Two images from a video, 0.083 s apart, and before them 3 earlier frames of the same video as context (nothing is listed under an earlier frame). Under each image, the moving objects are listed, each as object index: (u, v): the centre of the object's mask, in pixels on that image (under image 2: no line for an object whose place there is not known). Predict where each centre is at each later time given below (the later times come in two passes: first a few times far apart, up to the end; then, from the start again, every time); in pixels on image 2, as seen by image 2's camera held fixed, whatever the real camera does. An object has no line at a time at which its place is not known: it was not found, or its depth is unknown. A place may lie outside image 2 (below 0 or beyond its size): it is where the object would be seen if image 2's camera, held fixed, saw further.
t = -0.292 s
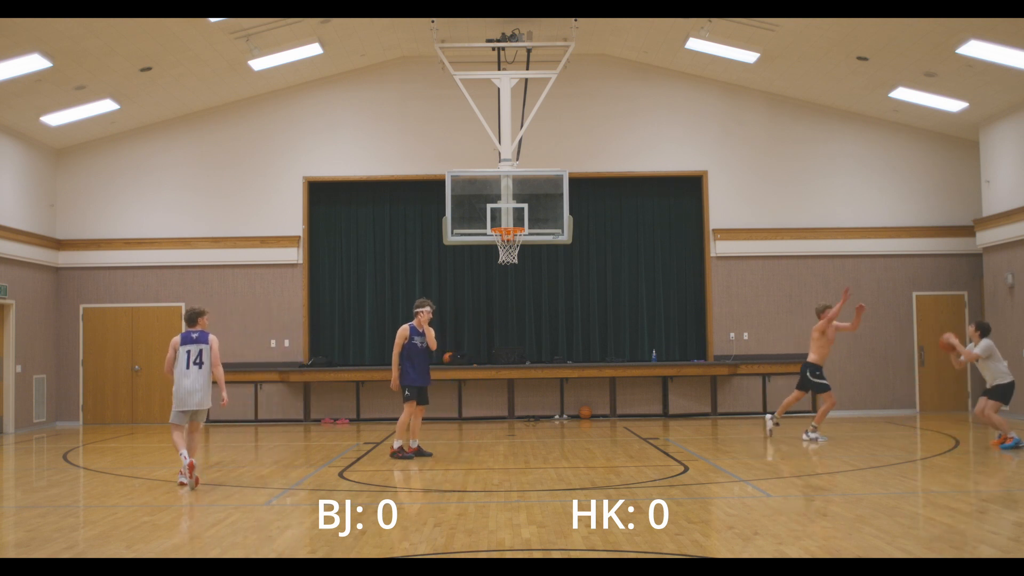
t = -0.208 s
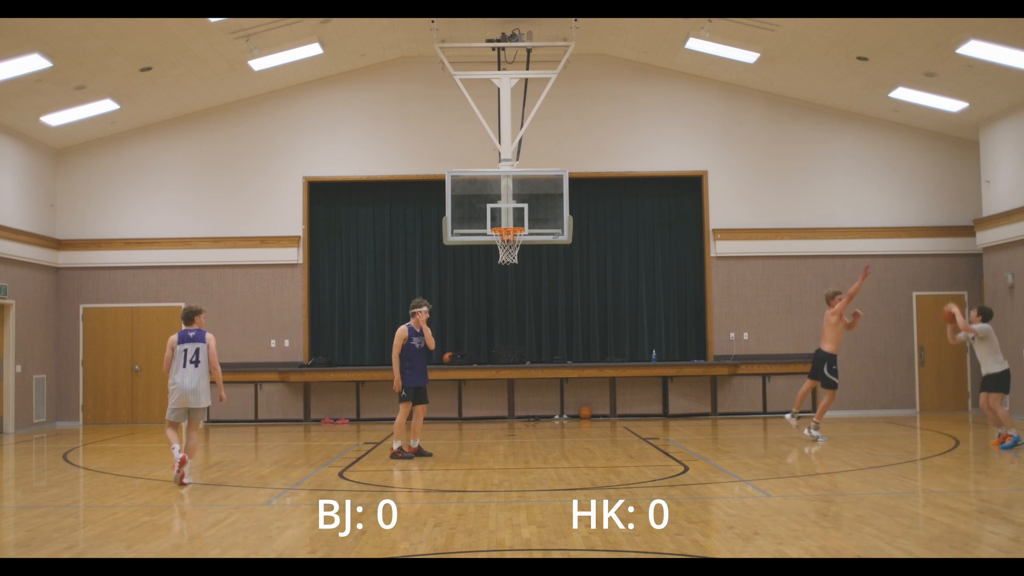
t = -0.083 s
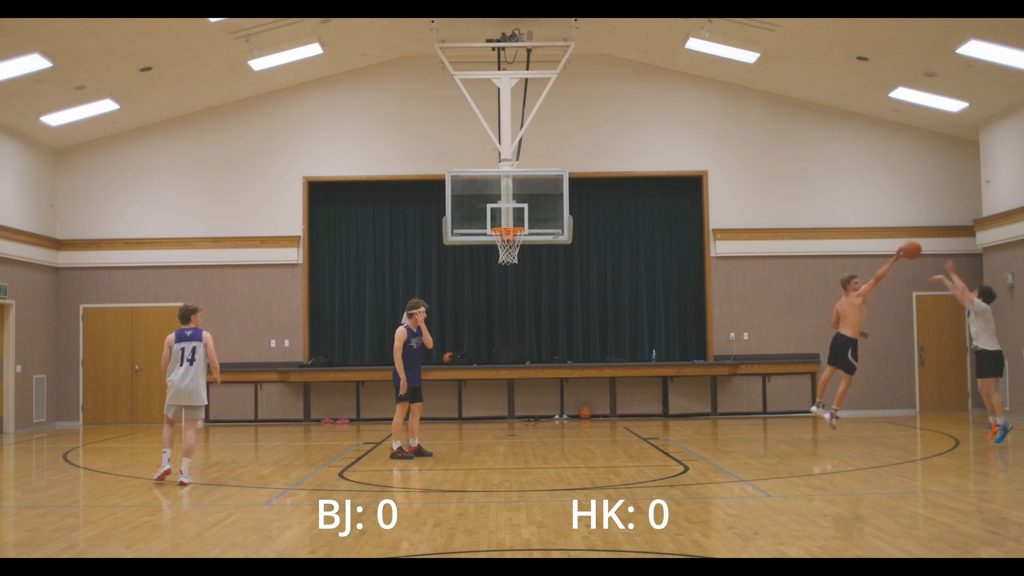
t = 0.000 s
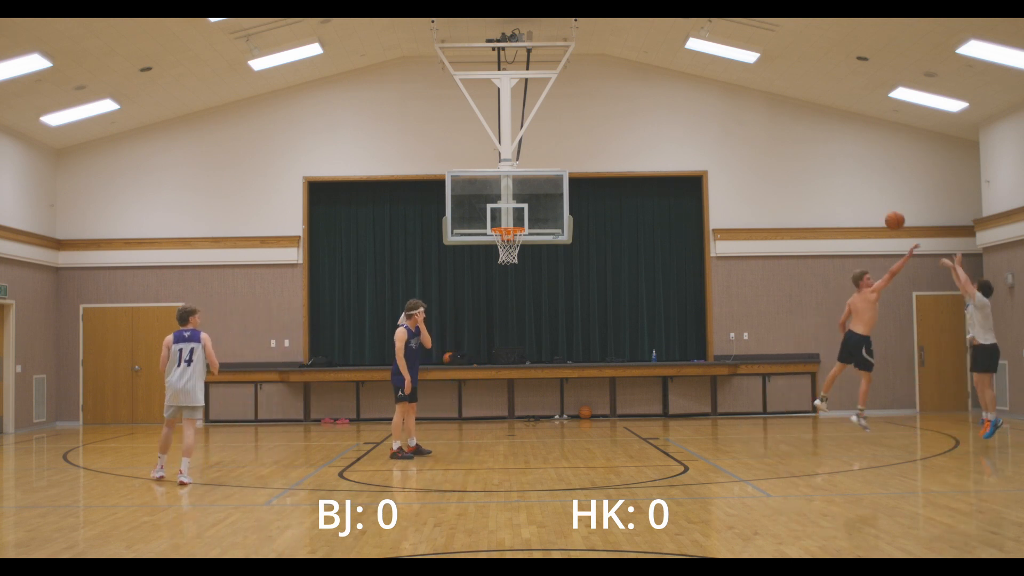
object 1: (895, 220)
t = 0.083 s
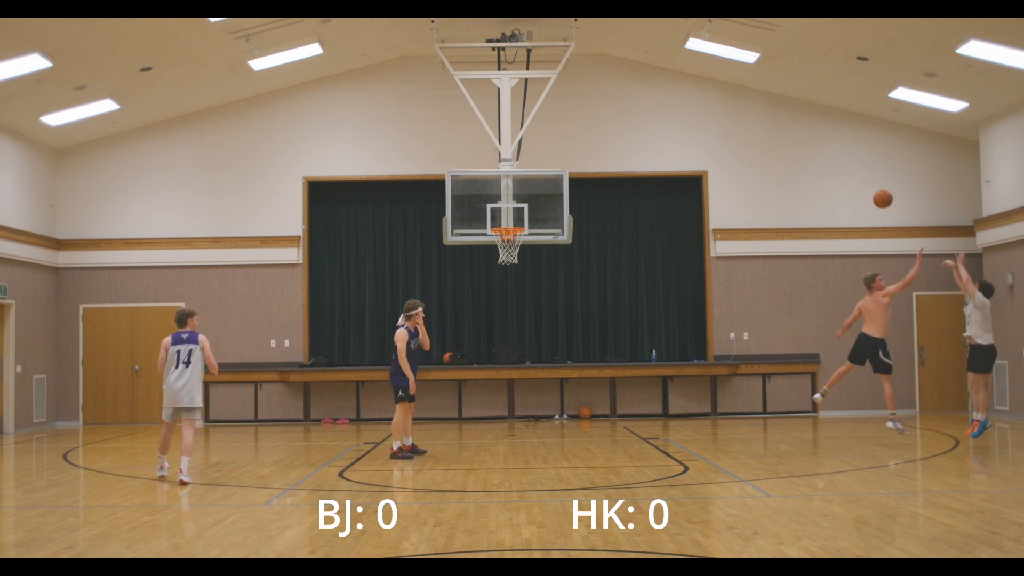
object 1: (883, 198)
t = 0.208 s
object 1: (865, 175)
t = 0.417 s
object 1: (837, 165)
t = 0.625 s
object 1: (811, 187)
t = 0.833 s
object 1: (787, 242)
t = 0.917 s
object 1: (778, 273)
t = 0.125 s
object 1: (877, 189)
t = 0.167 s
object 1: (871, 181)
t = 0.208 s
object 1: (865, 175)
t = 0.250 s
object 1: (859, 171)
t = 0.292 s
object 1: (854, 167)
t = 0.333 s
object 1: (848, 165)
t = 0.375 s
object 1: (843, 164)
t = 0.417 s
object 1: (837, 165)
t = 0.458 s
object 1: (832, 167)
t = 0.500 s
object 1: (827, 170)
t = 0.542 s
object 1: (821, 174)
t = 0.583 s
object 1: (816, 180)
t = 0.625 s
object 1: (811, 187)
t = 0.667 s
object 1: (806, 196)
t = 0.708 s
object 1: (801, 205)
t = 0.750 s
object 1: (796, 216)
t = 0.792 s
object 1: (792, 228)
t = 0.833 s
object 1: (787, 242)
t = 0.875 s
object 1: (782, 257)
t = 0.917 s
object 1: (778, 273)
